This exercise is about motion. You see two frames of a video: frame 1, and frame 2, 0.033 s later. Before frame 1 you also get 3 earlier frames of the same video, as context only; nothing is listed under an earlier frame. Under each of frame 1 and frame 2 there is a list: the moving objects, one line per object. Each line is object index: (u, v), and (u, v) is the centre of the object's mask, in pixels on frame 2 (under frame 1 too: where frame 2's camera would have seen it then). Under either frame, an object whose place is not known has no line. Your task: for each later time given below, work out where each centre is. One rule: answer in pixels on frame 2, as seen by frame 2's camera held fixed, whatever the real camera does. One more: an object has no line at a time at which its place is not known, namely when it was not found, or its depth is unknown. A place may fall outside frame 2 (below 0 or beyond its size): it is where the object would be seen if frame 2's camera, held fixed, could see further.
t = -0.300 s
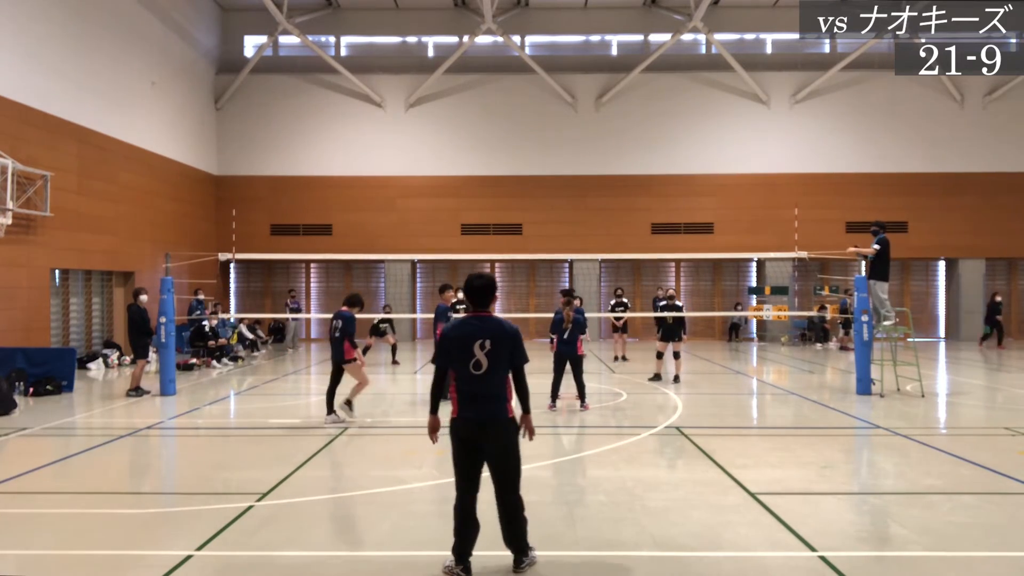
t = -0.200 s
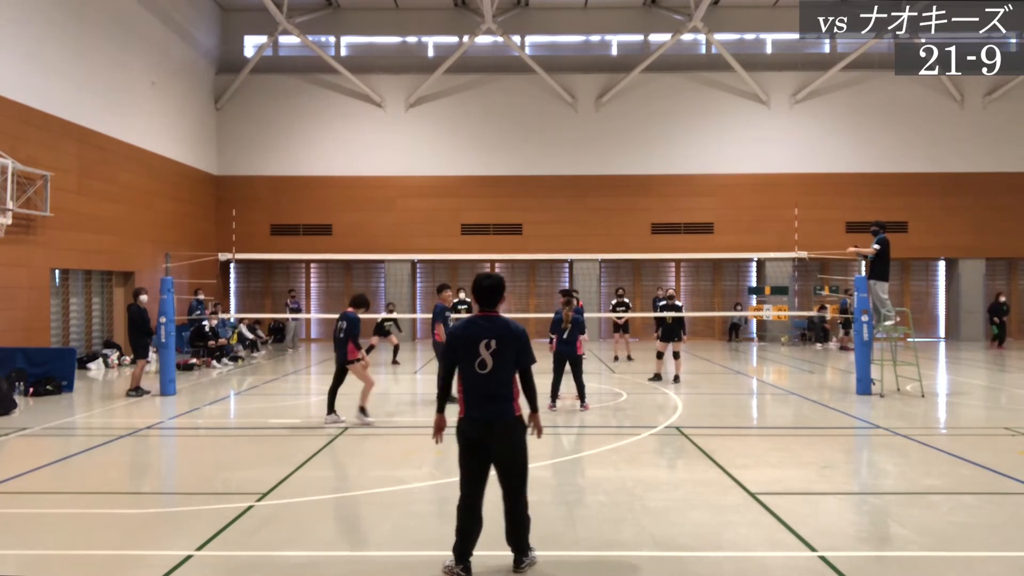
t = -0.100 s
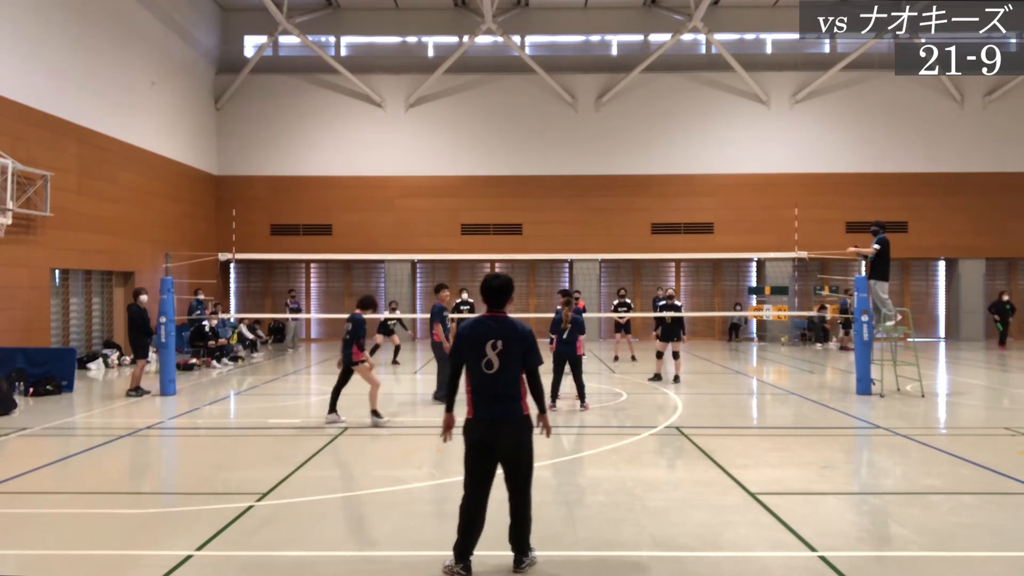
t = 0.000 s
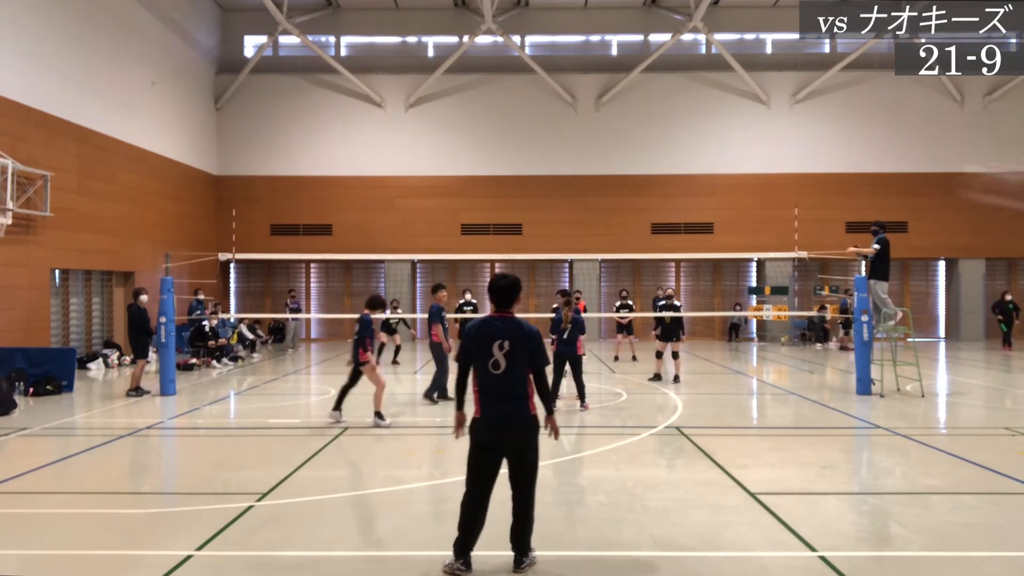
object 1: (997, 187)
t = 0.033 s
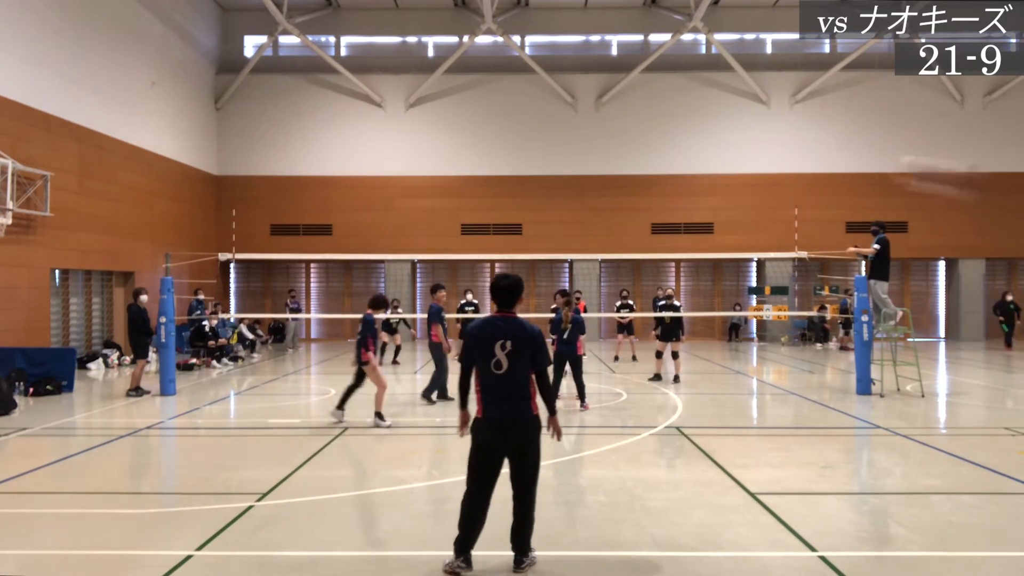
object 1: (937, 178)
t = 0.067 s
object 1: (881, 167)
